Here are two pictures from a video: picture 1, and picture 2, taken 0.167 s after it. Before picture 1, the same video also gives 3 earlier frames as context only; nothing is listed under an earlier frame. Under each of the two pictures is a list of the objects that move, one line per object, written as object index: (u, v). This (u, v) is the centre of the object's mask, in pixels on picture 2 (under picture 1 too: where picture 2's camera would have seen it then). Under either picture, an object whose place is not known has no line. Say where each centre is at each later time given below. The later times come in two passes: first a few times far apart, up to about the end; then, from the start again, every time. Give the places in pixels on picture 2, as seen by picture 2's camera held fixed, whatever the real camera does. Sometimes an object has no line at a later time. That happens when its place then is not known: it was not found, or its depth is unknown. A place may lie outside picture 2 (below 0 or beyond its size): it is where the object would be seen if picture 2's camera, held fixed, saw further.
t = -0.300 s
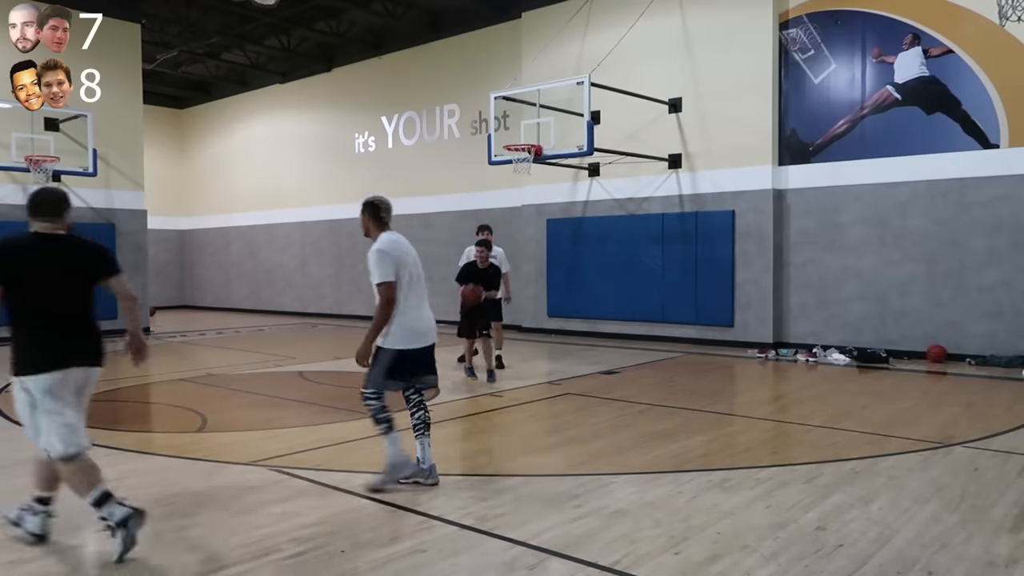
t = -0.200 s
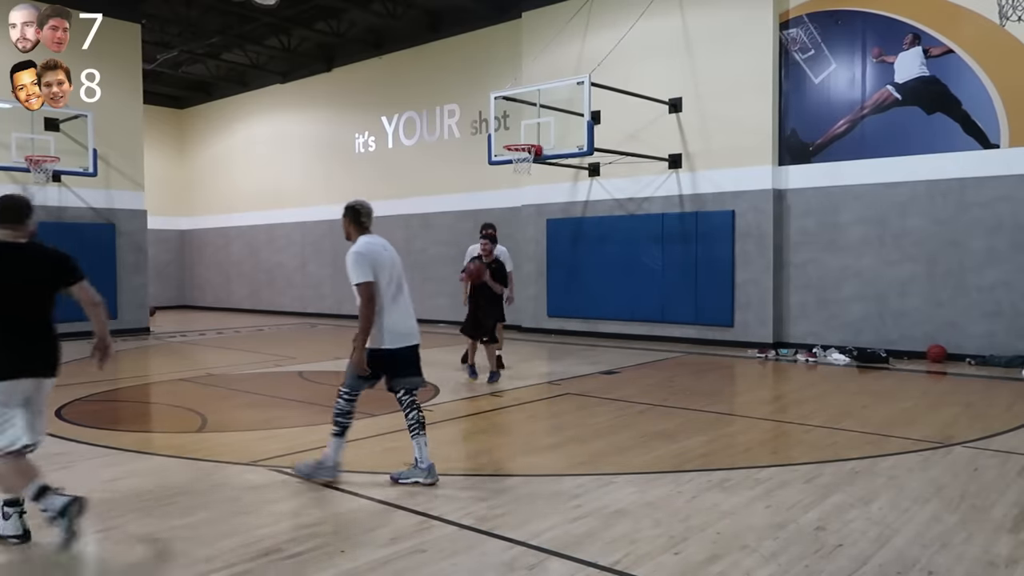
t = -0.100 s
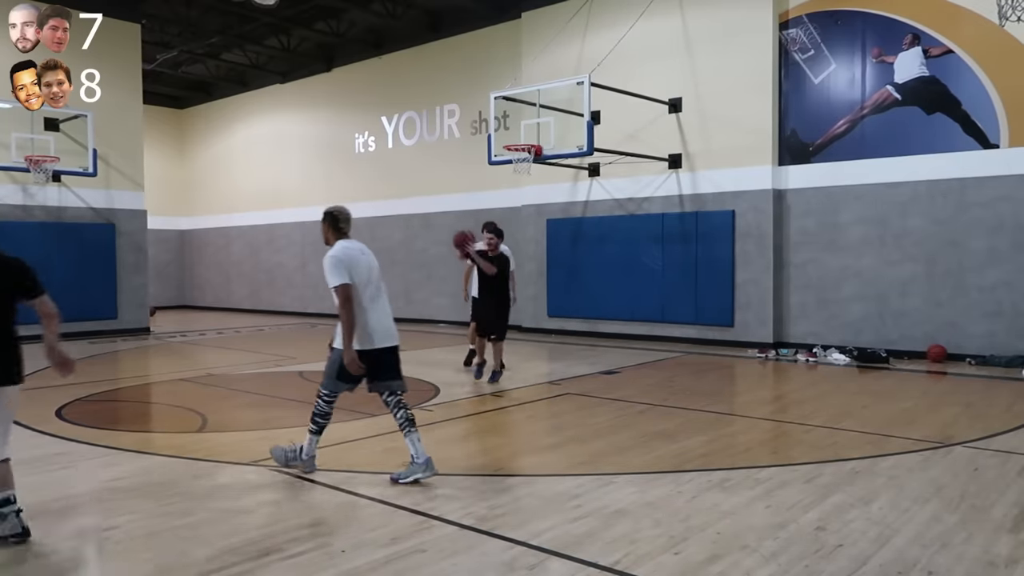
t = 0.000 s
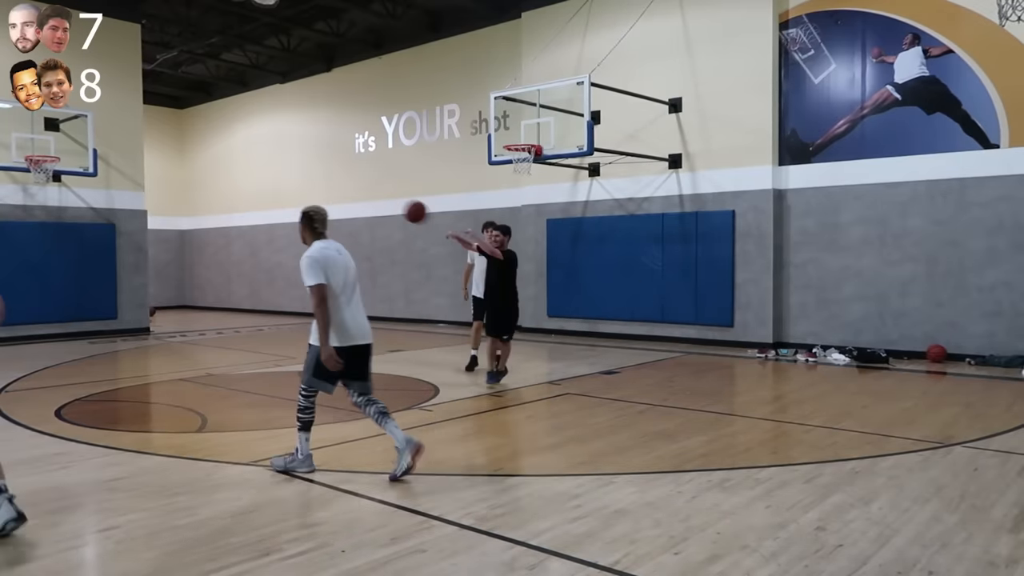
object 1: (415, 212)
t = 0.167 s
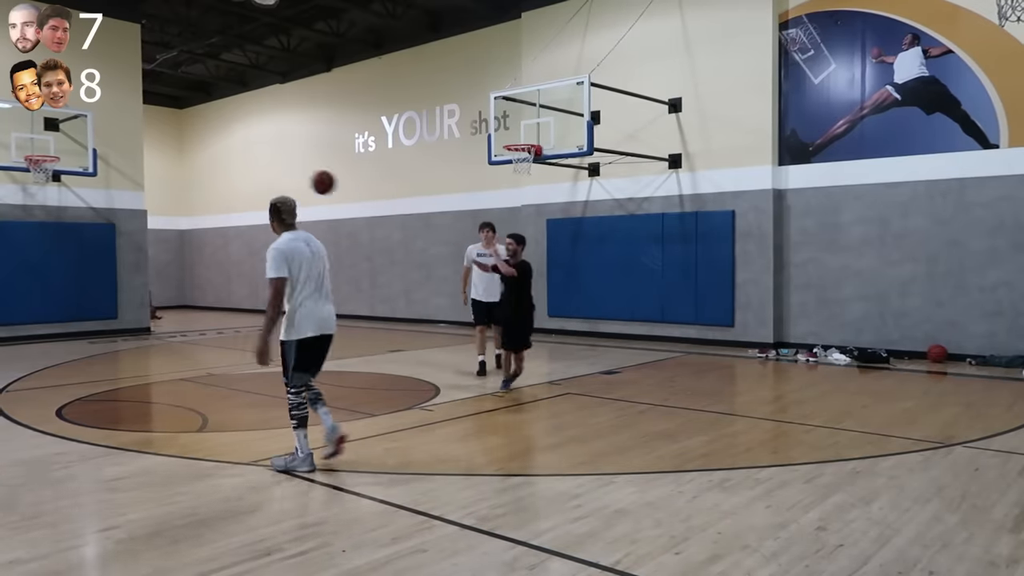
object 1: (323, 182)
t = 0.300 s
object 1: (243, 177)
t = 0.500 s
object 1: (110, 206)
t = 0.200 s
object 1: (301, 180)
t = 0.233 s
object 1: (281, 178)
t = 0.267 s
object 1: (263, 177)
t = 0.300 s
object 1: (243, 177)
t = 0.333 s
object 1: (221, 179)
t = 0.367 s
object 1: (200, 182)
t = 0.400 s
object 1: (178, 186)
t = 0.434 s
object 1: (156, 191)
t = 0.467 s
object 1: (134, 198)
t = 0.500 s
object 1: (110, 206)
